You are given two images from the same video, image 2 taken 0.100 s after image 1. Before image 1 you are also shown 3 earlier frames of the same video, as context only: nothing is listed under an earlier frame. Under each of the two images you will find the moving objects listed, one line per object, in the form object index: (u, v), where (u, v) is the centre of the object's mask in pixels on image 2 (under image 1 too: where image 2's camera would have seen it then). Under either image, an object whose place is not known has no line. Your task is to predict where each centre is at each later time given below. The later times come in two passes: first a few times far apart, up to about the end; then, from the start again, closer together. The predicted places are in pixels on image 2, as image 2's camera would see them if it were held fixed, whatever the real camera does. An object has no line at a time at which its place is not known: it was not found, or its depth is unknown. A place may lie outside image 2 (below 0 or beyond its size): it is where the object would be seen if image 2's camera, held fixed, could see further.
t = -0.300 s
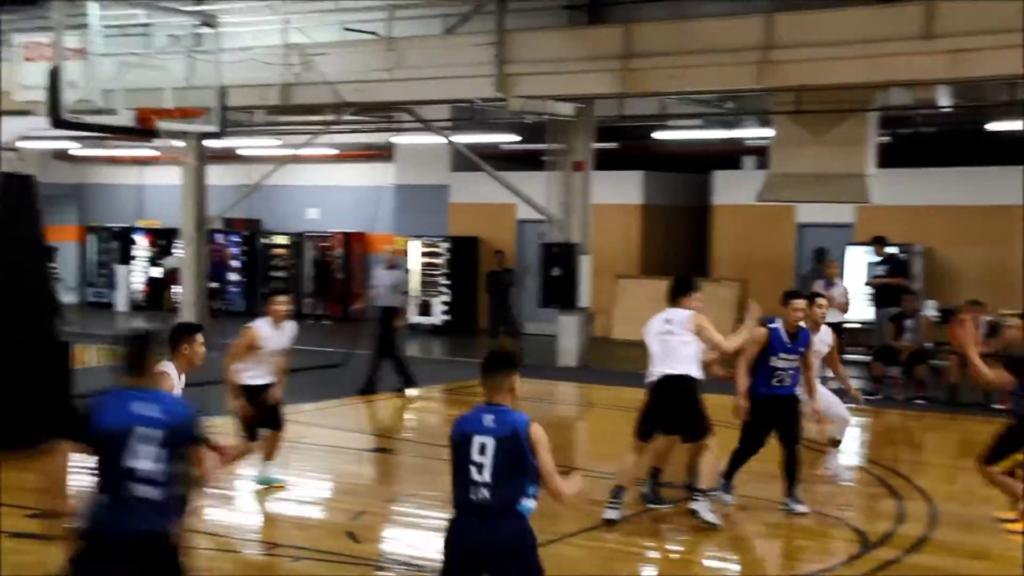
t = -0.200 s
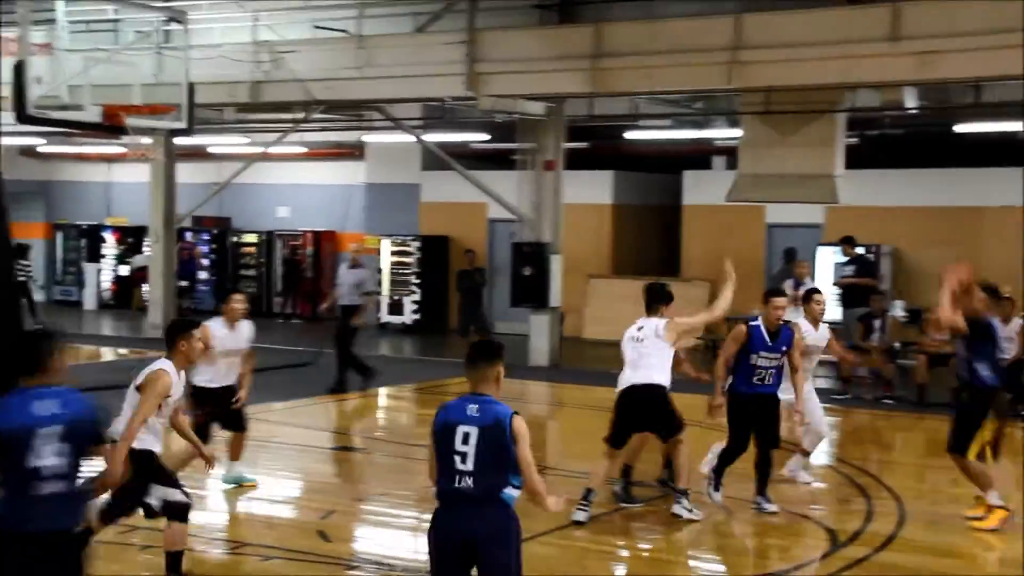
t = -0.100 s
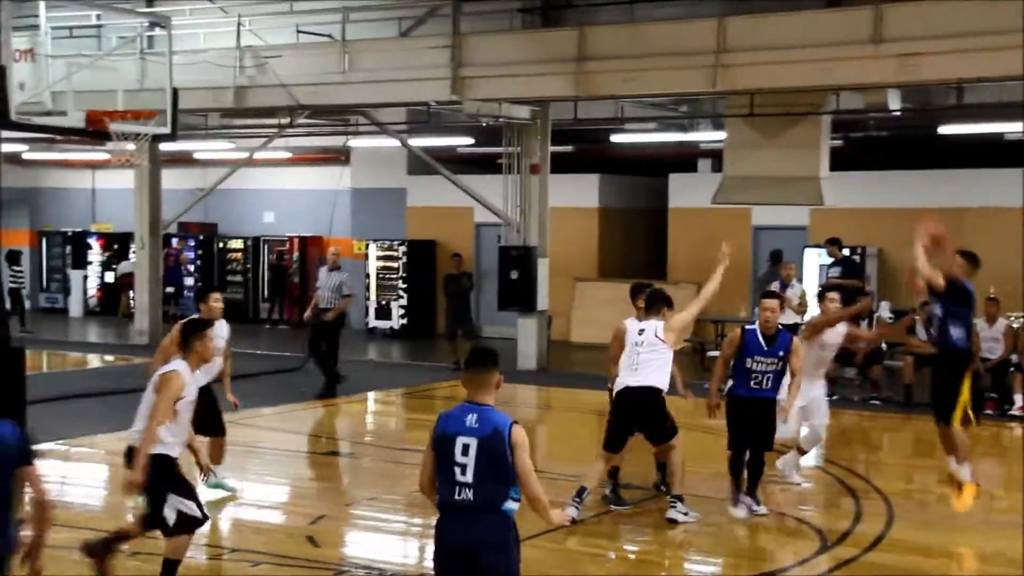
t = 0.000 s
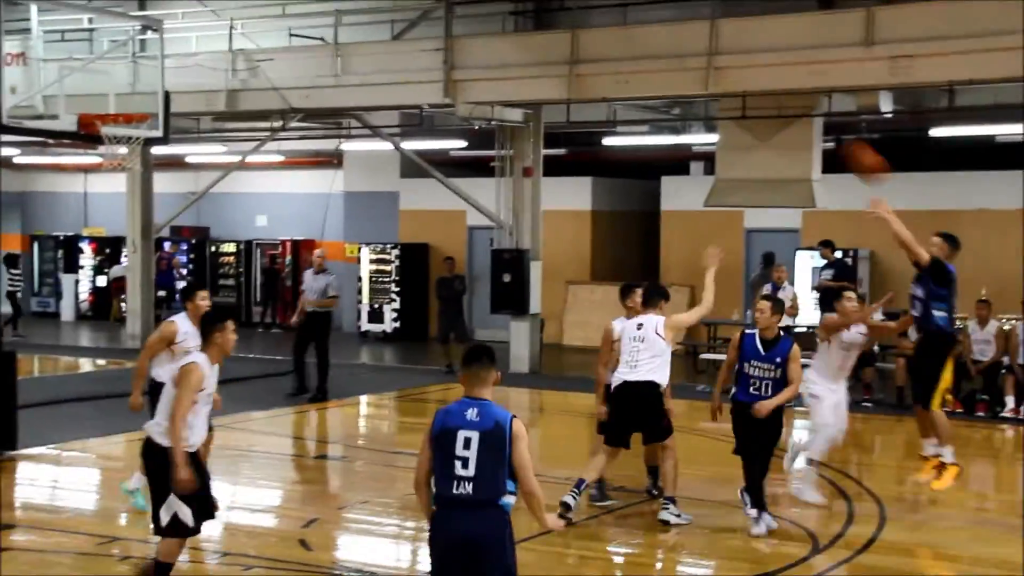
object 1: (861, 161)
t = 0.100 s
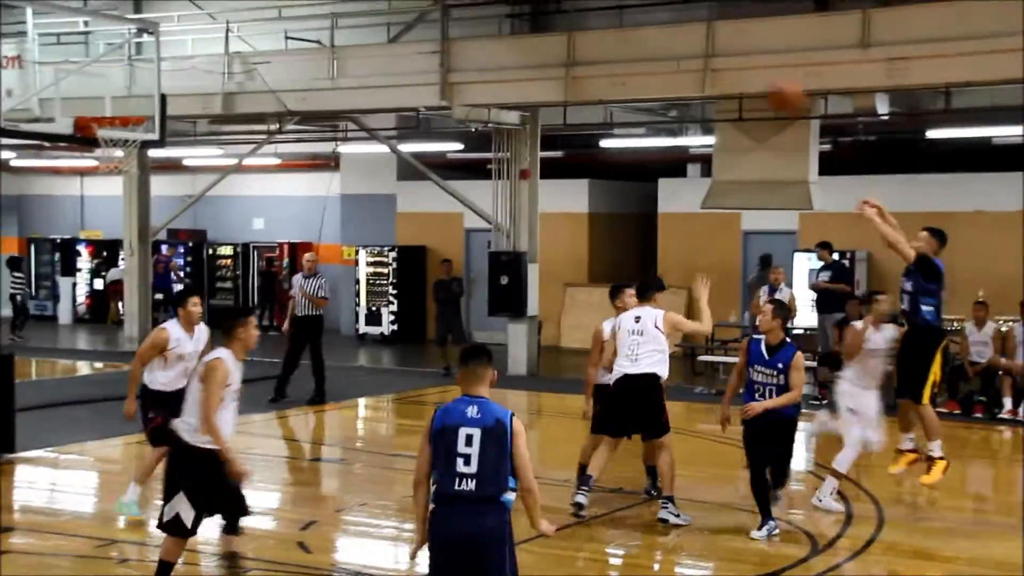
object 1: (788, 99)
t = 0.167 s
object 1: (733, 57)
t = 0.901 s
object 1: (233, 11)
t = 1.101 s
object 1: (111, 106)
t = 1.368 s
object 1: (200, 71)
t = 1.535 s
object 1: (271, 86)
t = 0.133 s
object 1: (758, 78)
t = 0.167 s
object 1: (733, 57)
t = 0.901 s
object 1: (233, 11)
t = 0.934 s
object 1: (213, 23)
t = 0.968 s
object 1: (191, 39)
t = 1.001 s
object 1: (170, 55)
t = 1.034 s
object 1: (150, 71)
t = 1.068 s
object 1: (129, 89)
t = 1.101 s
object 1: (111, 106)
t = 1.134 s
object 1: (111, 107)
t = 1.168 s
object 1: (123, 99)
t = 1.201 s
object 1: (135, 91)
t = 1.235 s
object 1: (148, 85)
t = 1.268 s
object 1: (161, 80)
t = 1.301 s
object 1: (174, 75)
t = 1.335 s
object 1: (187, 72)
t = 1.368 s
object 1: (200, 71)
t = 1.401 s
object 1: (215, 71)
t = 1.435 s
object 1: (229, 73)
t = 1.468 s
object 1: (242, 75)
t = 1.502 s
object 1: (256, 80)
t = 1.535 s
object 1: (271, 86)
